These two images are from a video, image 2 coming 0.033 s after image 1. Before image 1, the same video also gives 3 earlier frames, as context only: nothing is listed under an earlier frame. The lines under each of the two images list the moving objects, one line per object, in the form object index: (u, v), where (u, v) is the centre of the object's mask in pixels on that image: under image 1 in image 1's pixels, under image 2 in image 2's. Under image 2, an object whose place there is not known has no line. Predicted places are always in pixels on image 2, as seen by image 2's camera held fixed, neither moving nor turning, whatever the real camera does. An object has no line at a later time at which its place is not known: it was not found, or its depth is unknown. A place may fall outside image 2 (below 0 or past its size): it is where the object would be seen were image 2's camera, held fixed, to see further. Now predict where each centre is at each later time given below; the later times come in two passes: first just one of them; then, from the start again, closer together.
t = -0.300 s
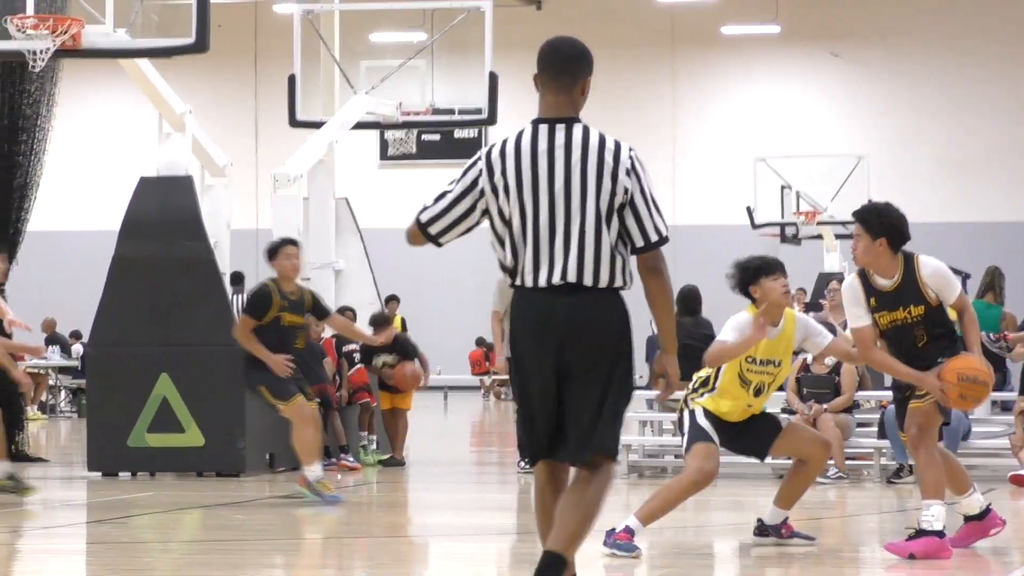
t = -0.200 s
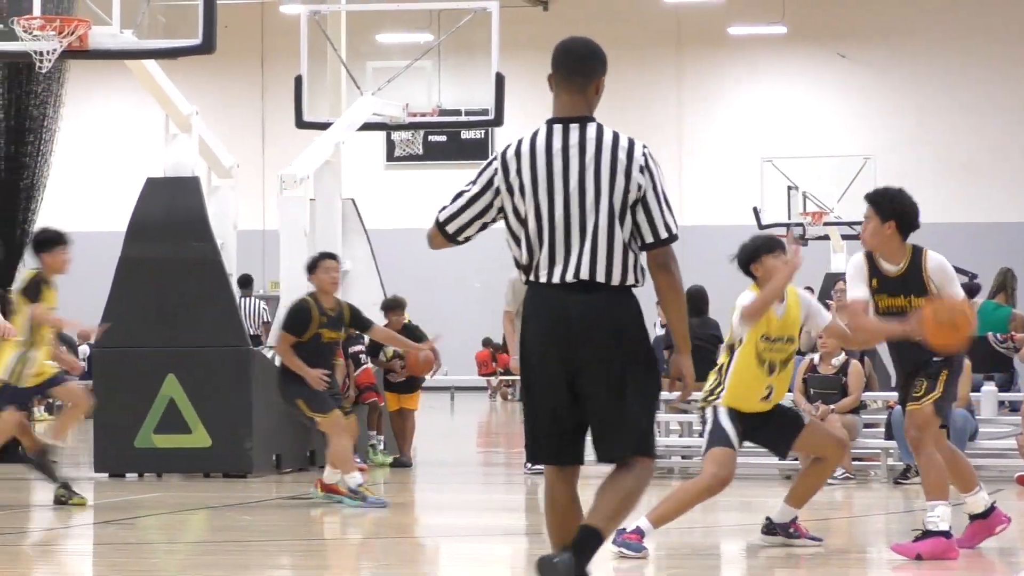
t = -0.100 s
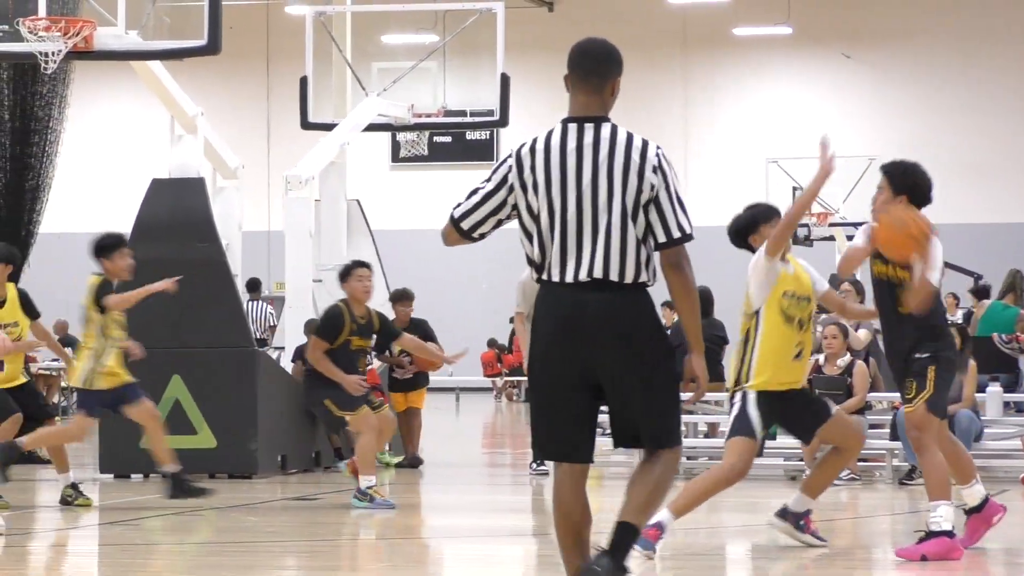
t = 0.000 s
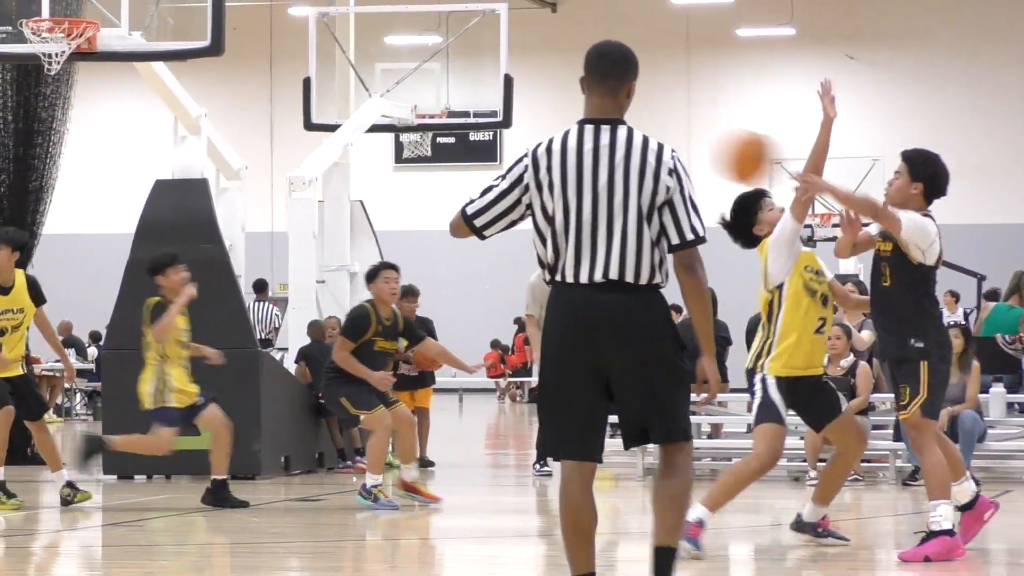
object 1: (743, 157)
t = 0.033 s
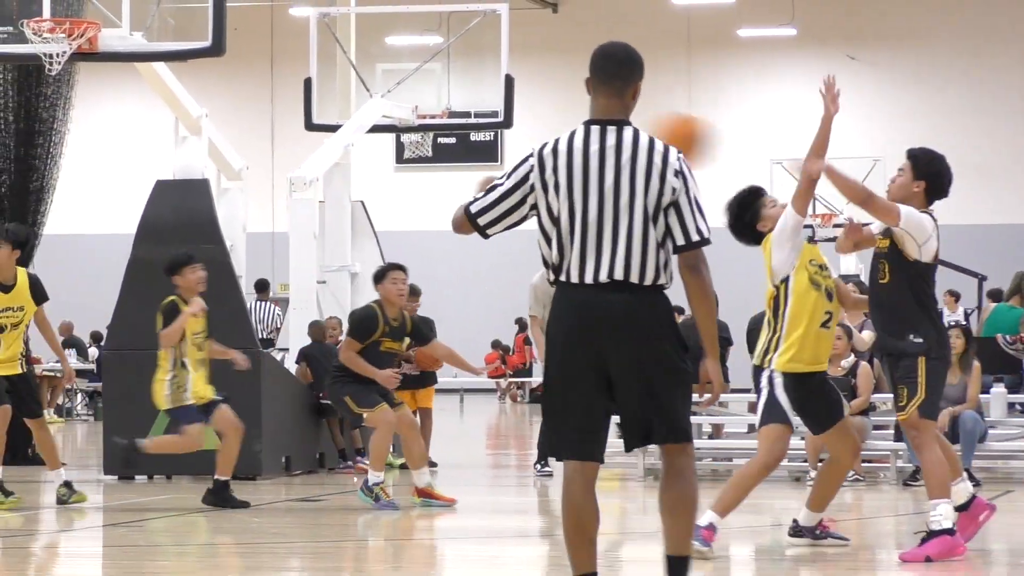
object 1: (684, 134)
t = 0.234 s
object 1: (264, 83)
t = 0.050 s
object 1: (656, 123)
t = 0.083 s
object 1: (570, 114)
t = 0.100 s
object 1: (542, 112)
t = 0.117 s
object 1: (507, 107)
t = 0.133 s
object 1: (472, 102)
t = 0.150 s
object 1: (435, 96)
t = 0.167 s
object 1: (401, 92)
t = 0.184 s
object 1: (367, 90)
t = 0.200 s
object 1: (333, 87)
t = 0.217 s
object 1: (299, 84)
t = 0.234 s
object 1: (264, 83)
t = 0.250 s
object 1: (234, 83)
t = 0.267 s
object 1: (200, 80)
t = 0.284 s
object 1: (164, 82)
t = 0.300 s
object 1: (130, 82)
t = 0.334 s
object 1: (54, 88)
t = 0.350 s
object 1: (24, 91)
